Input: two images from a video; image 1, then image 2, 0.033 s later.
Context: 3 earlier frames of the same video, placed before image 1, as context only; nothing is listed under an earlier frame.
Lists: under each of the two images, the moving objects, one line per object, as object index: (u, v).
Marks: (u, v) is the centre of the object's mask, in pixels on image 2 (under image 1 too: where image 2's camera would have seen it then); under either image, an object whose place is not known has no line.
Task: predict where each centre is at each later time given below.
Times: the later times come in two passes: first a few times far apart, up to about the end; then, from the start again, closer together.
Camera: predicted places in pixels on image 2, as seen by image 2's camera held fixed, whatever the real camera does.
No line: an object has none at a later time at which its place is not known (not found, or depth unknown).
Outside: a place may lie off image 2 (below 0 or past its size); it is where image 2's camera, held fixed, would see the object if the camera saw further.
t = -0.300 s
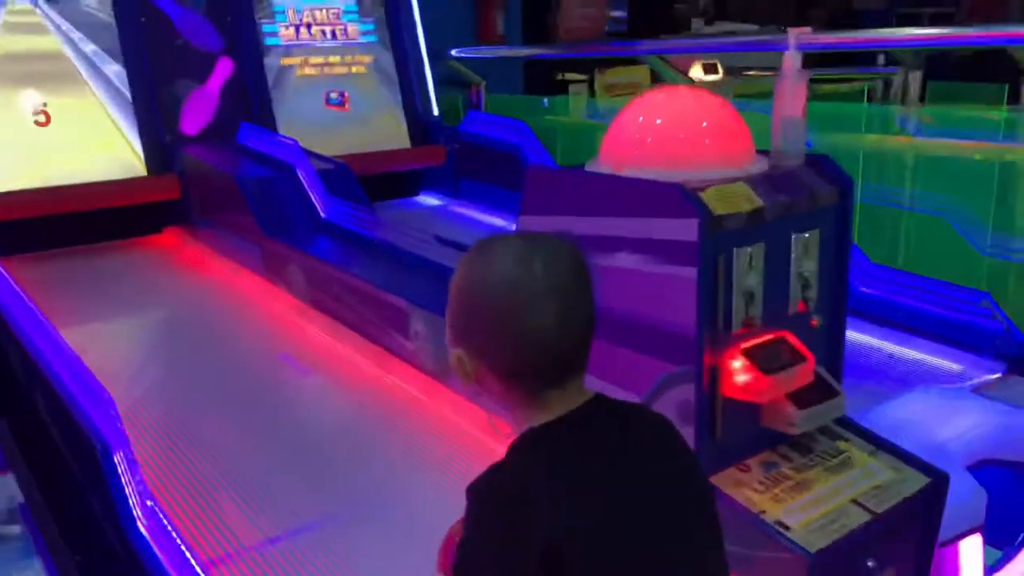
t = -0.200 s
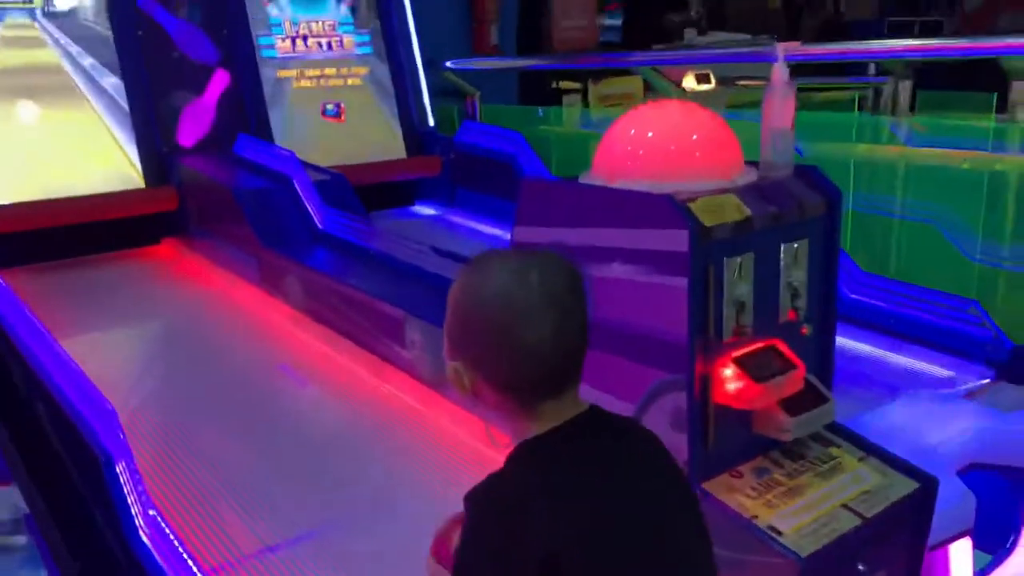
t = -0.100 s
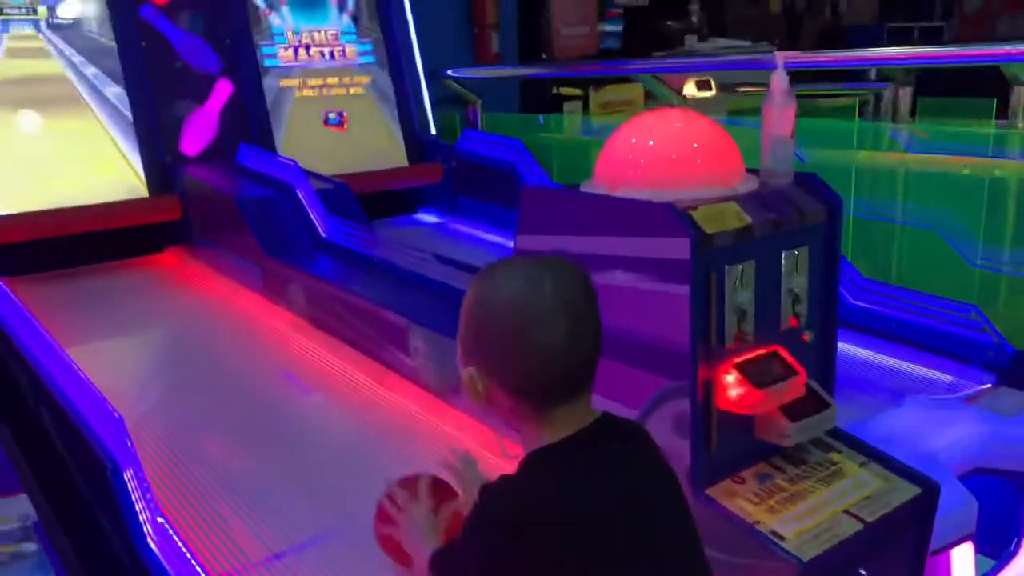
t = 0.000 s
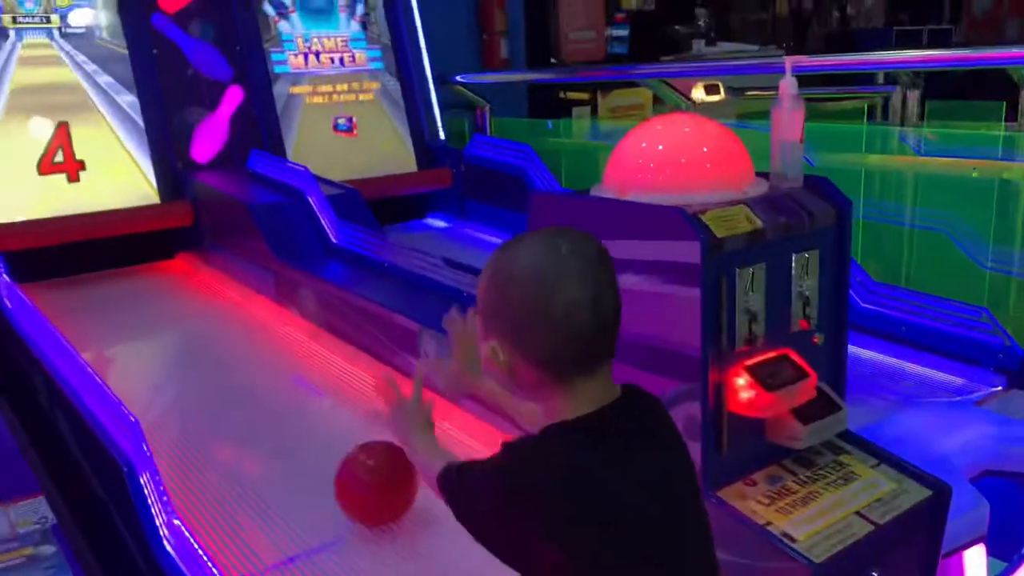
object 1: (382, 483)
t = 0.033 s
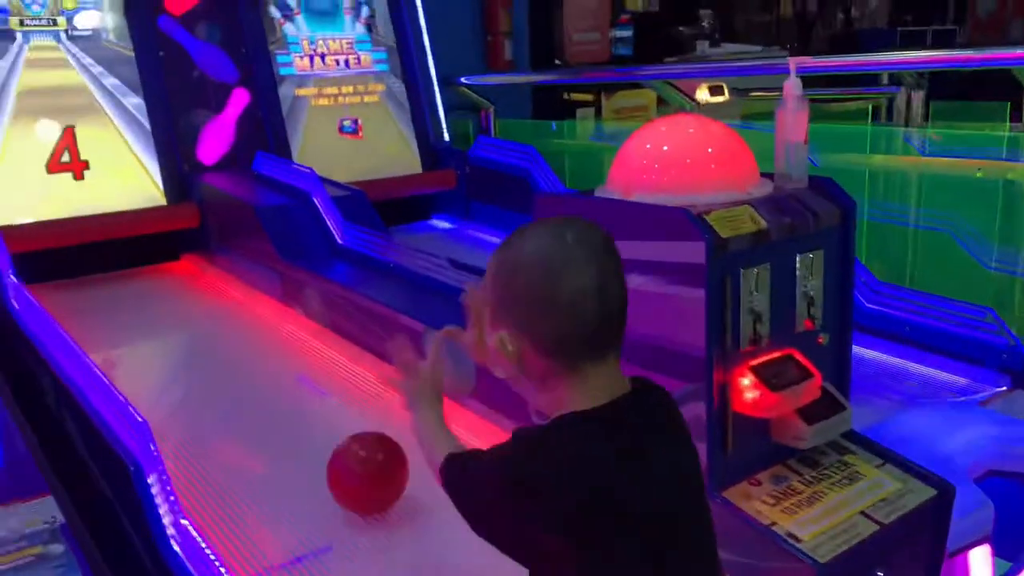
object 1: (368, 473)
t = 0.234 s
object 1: (306, 431)
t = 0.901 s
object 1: (201, 357)
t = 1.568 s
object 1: (157, 321)
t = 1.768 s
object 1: (153, 314)
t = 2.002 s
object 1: (150, 308)
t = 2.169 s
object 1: (150, 305)
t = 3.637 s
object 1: (214, 316)
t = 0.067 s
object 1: (354, 464)
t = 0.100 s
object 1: (342, 456)
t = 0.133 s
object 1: (332, 449)
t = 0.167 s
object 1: (322, 442)
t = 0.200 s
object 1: (314, 436)
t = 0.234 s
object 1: (306, 431)
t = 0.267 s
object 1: (299, 426)
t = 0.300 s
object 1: (291, 420)
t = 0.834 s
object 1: (208, 363)
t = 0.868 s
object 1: (204, 360)
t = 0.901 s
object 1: (201, 357)
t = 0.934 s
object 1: (198, 355)
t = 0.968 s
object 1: (195, 352)
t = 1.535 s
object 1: (159, 322)
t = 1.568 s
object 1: (157, 321)
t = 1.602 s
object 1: (157, 319)
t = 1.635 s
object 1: (156, 318)
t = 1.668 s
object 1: (155, 317)
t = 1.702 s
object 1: (154, 316)
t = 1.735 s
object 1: (153, 315)
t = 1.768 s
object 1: (153, 314)
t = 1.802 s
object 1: (152, 313)
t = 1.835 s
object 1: (152, 312)
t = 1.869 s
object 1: (151, 312)
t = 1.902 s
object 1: (151, 310)
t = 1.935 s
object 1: (150, 309)
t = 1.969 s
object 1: (150, 309)
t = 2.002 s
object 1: (150, 308)
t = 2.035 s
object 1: (150, 307)
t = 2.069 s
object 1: (150, 307)
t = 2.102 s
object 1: (150, 306)
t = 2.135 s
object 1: (150, 305)
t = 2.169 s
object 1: (150, 305)
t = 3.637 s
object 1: (214, 316)
